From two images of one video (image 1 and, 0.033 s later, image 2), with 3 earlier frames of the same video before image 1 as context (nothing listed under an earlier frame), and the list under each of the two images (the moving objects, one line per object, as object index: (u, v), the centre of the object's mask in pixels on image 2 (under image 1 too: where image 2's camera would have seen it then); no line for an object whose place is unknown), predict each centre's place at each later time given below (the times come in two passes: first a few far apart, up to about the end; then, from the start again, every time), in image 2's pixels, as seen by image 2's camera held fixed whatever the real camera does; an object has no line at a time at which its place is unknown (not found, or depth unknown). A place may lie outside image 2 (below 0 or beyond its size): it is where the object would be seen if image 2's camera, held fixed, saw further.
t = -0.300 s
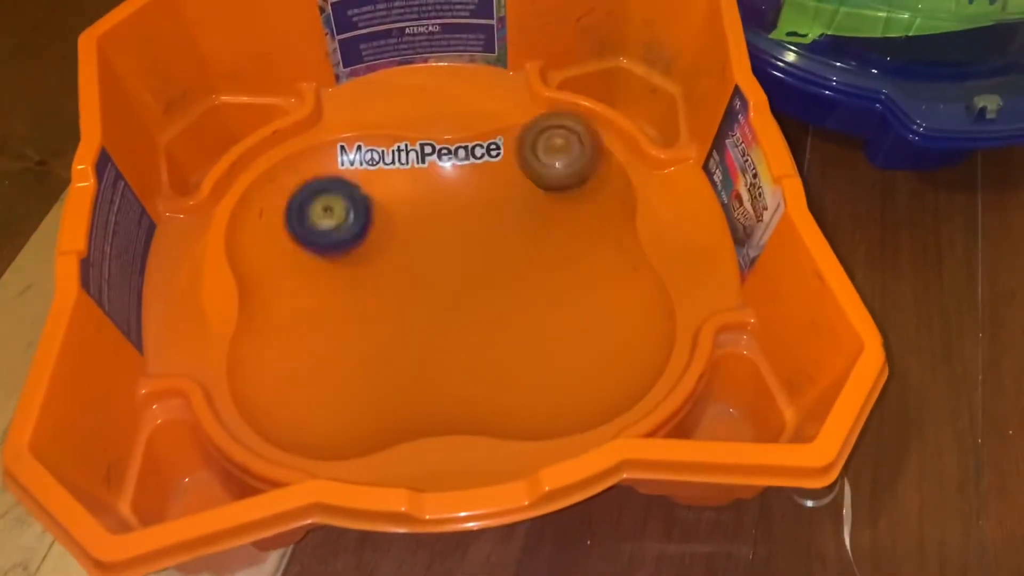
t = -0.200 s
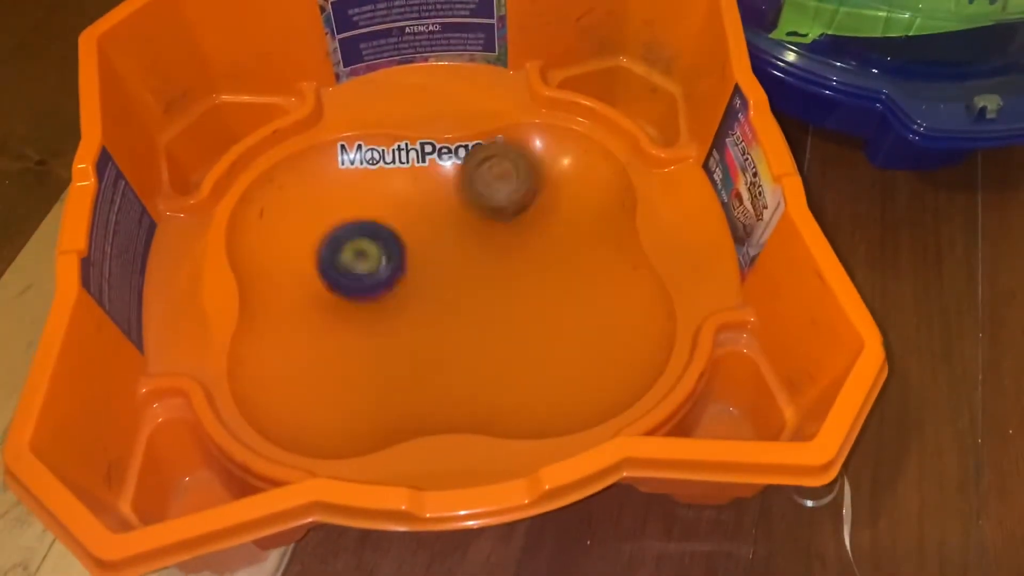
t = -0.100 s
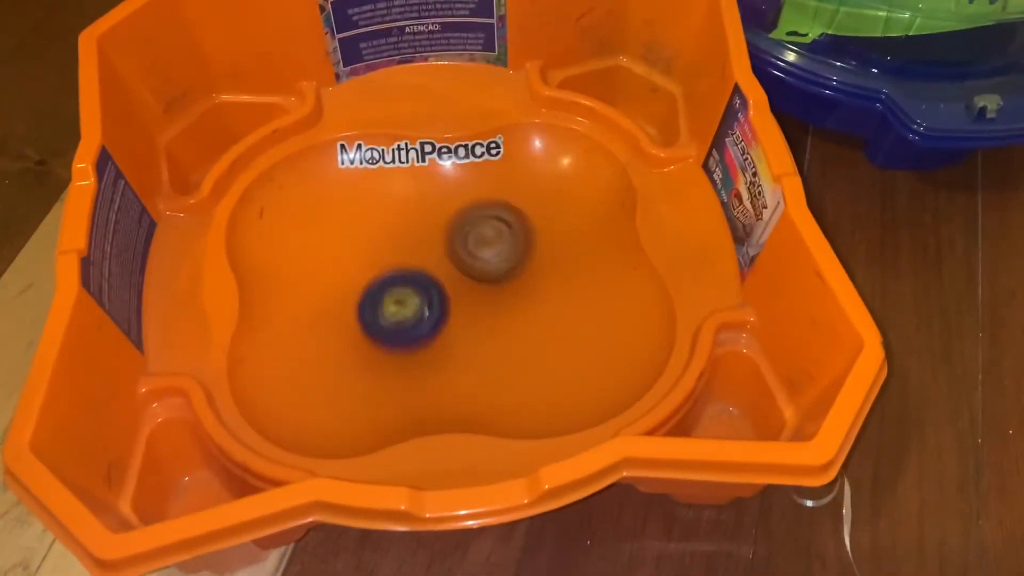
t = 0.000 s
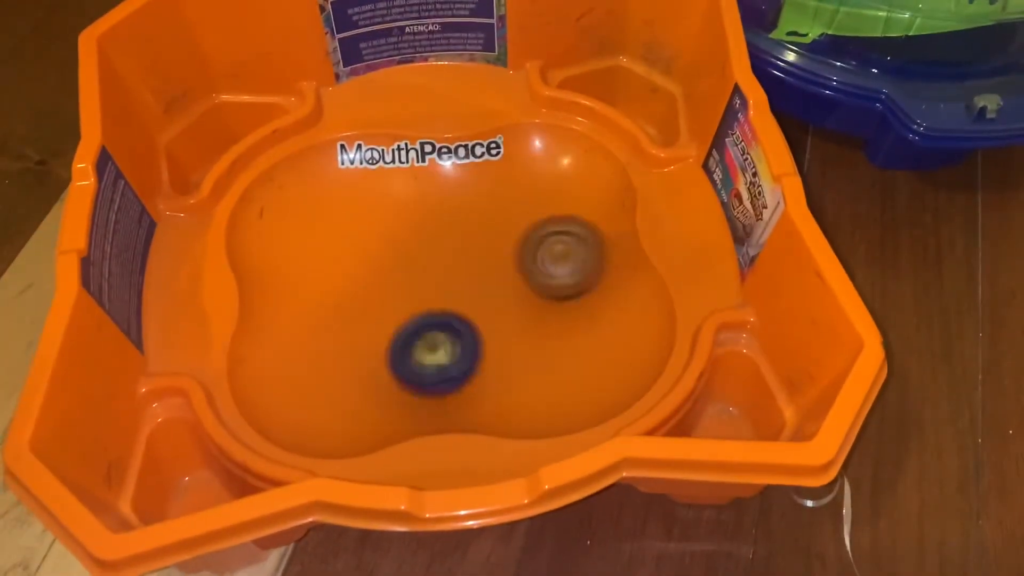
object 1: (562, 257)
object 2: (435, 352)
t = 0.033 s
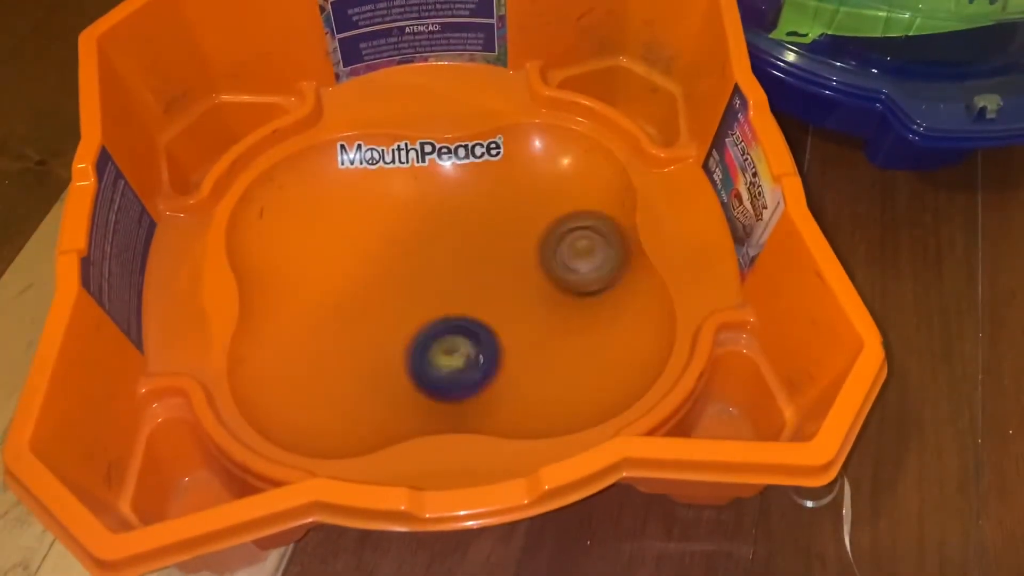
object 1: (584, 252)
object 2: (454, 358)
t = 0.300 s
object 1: (509, 224)
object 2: (601, 310)
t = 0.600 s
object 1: (466, 355)
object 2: (464, 229)
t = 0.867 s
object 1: (610, 284)
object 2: (356, 296)
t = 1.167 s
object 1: (342, 219)
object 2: (424, 341)
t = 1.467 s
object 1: (373, 337)
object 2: (433, 239)
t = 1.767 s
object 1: (520, 211)
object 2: (345, 249)
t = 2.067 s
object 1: (441, 160)
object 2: (441, 321)
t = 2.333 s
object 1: (409, 243)
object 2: (544, 352)
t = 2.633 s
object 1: (481, 298)
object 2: (575, 259)
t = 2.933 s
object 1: (446, 307)
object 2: (485, 216)
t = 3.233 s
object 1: (395, 359)
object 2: (410, 267)
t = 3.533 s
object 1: (371, 365)
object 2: (472, 278)
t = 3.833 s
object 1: (325, 333)
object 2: (473, 234)
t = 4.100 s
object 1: (345, 311)
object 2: (496, 262)
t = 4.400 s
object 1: (353, 350)
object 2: (586, 217)
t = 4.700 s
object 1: (434, 266)
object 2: (542, 231)
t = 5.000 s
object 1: (354, 244)
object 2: (501, 255)
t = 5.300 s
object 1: (318, 189)
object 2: (474, 346)
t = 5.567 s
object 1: (330, 243)
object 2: (546, 368)
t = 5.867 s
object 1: (382, 327)
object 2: (516, 290)
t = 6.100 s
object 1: (401, 372)
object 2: (472, 295)
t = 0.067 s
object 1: (597, 243)
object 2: (475, 361)
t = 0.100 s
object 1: (597, 237)
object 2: (498, 363)
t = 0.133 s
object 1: (588, 236)
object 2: (523, 364)
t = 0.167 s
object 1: (570, 232)
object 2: (548, 362)
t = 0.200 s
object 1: (552, 226)
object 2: (569, 356)
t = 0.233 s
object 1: (537, 220)
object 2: (587, 345)
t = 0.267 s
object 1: (523, 219)
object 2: (598, 328)
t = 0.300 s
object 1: (509, 224)
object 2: (601, 310)
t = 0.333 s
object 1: (493, 233)
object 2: (596, 293)
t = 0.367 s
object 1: (479, 247)
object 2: (584, 278)
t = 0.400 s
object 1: (465, 264)
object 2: (568, 265)
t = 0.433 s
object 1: (454, 281)
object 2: (552, 254)
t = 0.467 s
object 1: (447, 298)
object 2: (535, 243)
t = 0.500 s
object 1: (445, 315)
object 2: (519, 235)
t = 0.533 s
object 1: (446, 330)
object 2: (501, 229)
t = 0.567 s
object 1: (453, 344)
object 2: (483, 228)
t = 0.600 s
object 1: (466, 355)
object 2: (464, 229)
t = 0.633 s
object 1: (485, 364)
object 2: (445, 234)
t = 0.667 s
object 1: (507, 370)
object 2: (426, 240)
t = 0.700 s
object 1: (534, 372)
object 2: (408, 246)
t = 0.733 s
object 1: (564, 369)
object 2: (392, 253)
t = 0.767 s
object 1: (592, 354)
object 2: (380, 262)
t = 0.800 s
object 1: (610, 335)
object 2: (371, 271)
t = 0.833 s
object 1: (618, 309)
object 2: (363, 283)
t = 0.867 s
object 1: (610, 284)
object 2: (356, 296)
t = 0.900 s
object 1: (593, 265)
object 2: (352, 309)
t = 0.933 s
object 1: (567, 247)
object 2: (350, 324)
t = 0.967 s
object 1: (537, 232)
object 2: (350, 337)
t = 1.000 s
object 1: (507, 220)
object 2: (355, 349)
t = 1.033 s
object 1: (477, 213)
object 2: (364, 358)
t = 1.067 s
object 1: (446, 209)
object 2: (377, 361)
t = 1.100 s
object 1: (414, 210)
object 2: (392, 360)
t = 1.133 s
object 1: (378, 214)
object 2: (408, 353)
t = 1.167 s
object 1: (342, 219)
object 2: (424, 341)
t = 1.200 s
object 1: (310, 229)
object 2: (437, 330)
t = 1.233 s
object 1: (279, 242)
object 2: (448, 317)
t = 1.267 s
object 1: (272, 248)
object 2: (456, 303)
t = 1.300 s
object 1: (274, 259)
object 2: (460, 291)
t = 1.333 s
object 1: (287, 277)
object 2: (461, 277)
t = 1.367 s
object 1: (307, 294)
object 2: (458, 264)
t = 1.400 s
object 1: (331, 314)
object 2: (452, 253)
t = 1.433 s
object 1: (351, 327)
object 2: (443, 246)
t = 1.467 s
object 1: (373, 337)
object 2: (433, 239)
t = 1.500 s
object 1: (395, 338)
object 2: (421, 231)
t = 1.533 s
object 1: (419, 333)
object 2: (408, 225)
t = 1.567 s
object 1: (442, 322)
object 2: (393, 220)
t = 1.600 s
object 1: (465, 308)
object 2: (379, 218)
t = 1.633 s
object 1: (485, 292)
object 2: (366, 220)
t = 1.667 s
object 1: (500, 273)
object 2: (355, 225)
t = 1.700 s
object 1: (510, 254)
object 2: (348, 232)
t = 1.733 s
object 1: (517, 232)
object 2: (344, 240)
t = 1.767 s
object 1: (520, 211)
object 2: (345, 249)
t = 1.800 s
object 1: (518, 192)
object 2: (351, 259)
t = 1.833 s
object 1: (510, 175)
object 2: (361, 267)
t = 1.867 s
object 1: (498, 165)
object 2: (374, 274)
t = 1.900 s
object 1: (487, 167)
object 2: (388, 279)
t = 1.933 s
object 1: (474, 177)
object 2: (403, 282)
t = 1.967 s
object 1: (458, 191)
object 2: (420, 283)
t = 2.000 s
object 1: (444, 204)
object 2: (435, 284)
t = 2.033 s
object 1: (444, 182)
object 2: (438, 301)
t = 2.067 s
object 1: (441, 160)
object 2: (441, 321)
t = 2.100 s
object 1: (435, 150)
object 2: (446, 334)
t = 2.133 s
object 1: (432, 153)
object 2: (457, 344)
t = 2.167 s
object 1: (426, 165)
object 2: (471, 349)
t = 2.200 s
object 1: (419, 183)
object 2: (485, 352)
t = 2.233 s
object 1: (411, 200)
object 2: (499, 354)
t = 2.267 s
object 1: (405, 215)
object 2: (515, 356)
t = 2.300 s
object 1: (404, 230)
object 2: (530, 356)
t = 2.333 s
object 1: (409, 243)
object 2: (544, 352)
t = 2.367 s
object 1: (420, 256)
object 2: (558, 345)
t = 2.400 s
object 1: (435, 269)
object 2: (567, 334)
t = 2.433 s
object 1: (454, 280)
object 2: (570, 321)
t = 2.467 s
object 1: (475, 290)
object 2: (568, 308)
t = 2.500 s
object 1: (478, 293)
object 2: (577, 300)
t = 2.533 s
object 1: (483, 295)
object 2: (581, 291)
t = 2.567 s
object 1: (484, 297)
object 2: (582, 281)
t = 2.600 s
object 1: (482, 298)
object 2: (579, 270)
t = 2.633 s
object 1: (481, 298)
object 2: (575, 259)
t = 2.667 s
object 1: (478, 299)
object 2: (569, 248)
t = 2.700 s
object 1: (476, 298)
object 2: (562, 237)
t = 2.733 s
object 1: (474, 298)
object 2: (555, 227)
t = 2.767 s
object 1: (472, 298)
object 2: (546, 219)
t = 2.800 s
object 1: (471, 297)
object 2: (534, 216)
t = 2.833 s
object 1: (468, 295)
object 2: (521, 216)
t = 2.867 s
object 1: (466, 292)
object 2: (505, 218)
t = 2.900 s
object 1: (460, 294)
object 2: (493, 220)
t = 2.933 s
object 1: (446, 307)
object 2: (485, 216)
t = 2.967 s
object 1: (435, 319)
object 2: (477, 216)
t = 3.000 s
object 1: (425, 329)
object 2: (468, 219)
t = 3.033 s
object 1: (416, 338)
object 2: (457, 224)
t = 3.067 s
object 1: (409, 346)
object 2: (445, 229)
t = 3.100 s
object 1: (403, 353)
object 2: (435, 236)
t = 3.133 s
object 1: (400, 358)
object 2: (426, 242)
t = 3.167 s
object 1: (398, 361)
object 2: (419, 250)
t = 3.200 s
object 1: (396, 361)
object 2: (413, 258)
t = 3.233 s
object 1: (395, 359)
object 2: (410, 267)
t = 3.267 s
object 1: (393, 357)
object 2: (411, 277)
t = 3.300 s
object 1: (386, 361)
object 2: (417, 282)
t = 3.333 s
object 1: (378, 368)
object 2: (424, 285)
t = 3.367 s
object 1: (374, 373)
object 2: (433, 287)
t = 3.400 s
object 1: (370, 377)
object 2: (439, 288)
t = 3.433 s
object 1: (370, 379)
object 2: (447, 288)
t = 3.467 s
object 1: (372, 376)
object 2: (457, 287)
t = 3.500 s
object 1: (373, 371)
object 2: (466, 283)
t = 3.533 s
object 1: (371, 365)
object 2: (472, 278)
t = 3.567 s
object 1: (367, 359)
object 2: (476, 273)
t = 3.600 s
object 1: (362, 354)
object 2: (481, 265)
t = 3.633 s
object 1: (357, 348)
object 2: (486, 260)
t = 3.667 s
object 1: (350, 343)
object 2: (488, 252)
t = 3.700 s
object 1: (344, 339)
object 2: (487, 247)
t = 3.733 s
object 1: (338, 335)
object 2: (484, 242)
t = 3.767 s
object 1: (333, 333)
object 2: (482, 238)
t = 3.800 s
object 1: (328, 332)
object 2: (479, 235)
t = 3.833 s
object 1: (325, 333)
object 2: (473, 234)
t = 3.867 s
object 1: (325, 334)
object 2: (466, 236)
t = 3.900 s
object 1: (329, 336)
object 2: (463, 238)
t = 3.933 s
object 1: (335, 335)
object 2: (459, 243)
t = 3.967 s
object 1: (345, 332)
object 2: (455, 248)
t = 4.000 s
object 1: (358, 326)
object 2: (452, 255)
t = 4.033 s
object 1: (371, 319)
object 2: (453, 262)
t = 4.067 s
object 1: (378, 310)
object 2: (459, 266)
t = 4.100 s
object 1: (345, 311)
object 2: (496, 262)
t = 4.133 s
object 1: (318, 308)
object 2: (524, 258)
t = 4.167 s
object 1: (298, 307)
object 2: (546, 253)
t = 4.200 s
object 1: (288, 309)
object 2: (561, 250)
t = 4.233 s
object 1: (290, 318)
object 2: (570, 246)
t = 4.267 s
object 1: (301, 330)
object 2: (578, 240)
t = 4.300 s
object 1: (313, 342)
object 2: (583, 235)
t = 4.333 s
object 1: (324, 350)
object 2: (588, 228)
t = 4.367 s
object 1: (337, 353)
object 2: (588, 222)
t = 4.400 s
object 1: (353, 350)
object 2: (586, 217)
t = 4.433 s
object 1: (367, 345)
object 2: (581, 212)
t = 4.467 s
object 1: (384, 337)
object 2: (575, 209)
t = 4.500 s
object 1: (398, 327)
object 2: (569, 207)
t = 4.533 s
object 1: (414, 317)
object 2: (560, 210)
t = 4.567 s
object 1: (426, 305)
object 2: (552, 216)
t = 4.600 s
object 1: (439, 293)
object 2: (543, 222)
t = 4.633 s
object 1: (449, 280)
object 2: (534, 229)
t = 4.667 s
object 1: (447, 273)
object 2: (537, 230)
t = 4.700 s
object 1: (434, 266)
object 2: (542, 231)
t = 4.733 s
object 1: (423, 260)
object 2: (543, 231)
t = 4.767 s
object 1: (412, 255)
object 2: (542, 232)
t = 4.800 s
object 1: (402, 251)
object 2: (540, 234)
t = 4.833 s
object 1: (391, 247)
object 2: (536, 236)
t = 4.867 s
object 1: (382, 245)
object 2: (529, 239)
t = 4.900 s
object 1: (373, 243)
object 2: (522, 242)
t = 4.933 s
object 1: (365, 243)
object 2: (516, 246)
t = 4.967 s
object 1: (359, 243)
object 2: (508, 250)
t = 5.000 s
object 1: (354, 244)
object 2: (501, 255)
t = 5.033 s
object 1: (350, 246)
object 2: (492, 259)
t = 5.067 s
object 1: (351, 248)
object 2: (485, 263)
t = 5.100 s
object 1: (354, 251)
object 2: (477, 267)
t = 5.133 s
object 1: (356, 254)
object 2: (469, 271)
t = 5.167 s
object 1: (362, 256)
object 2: (460, 275)
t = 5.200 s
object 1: (367, 256)
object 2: (453, 280)
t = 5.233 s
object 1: (351, 234)
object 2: (458, 302)
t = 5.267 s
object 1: (333, 208)
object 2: (468, 326)
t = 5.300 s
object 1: (318, 189)
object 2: (474, 346)
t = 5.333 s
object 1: (305, 172)
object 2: (481, 363)
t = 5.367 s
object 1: (299, 170)
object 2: (489, 373)
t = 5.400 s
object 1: (298, 180)
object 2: (501, 377)
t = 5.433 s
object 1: (304, 196)
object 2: (512, 381)
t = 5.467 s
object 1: (310, 212)
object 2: (522, 380)
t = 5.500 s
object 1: (316, 224)
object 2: (531, 377)
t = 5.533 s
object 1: (323, 235)
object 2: (539, 373)
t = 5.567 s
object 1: (330, 243)
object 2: (546, 368)
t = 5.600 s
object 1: (337, 251)
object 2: (553, 362)
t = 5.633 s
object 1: (344, 260)
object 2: (558, 356)
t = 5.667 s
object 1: (351, 270)
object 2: (563, 345)
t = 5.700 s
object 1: (357, 278)
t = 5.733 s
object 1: (364, 288)
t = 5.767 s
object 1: (369, 298)
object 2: (554, 311)
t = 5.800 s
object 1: (374, 308)
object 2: (543, 302)
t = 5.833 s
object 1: (377, 318)
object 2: (529, 295)
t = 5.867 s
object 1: (382, 327)
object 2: (516, 290)
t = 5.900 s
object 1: (386, 335)
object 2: (504, 288)
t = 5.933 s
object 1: (390, 343)
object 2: (493, 287)
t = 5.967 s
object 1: (393, 350)
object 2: (484, 289)
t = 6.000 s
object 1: (395, 357)
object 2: (477, 292)
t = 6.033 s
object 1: (397, 363)
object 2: (472, 295)
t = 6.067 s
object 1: (400, 368)
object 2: (471, 296)
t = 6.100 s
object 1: (401, 372)
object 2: (472, 295)
